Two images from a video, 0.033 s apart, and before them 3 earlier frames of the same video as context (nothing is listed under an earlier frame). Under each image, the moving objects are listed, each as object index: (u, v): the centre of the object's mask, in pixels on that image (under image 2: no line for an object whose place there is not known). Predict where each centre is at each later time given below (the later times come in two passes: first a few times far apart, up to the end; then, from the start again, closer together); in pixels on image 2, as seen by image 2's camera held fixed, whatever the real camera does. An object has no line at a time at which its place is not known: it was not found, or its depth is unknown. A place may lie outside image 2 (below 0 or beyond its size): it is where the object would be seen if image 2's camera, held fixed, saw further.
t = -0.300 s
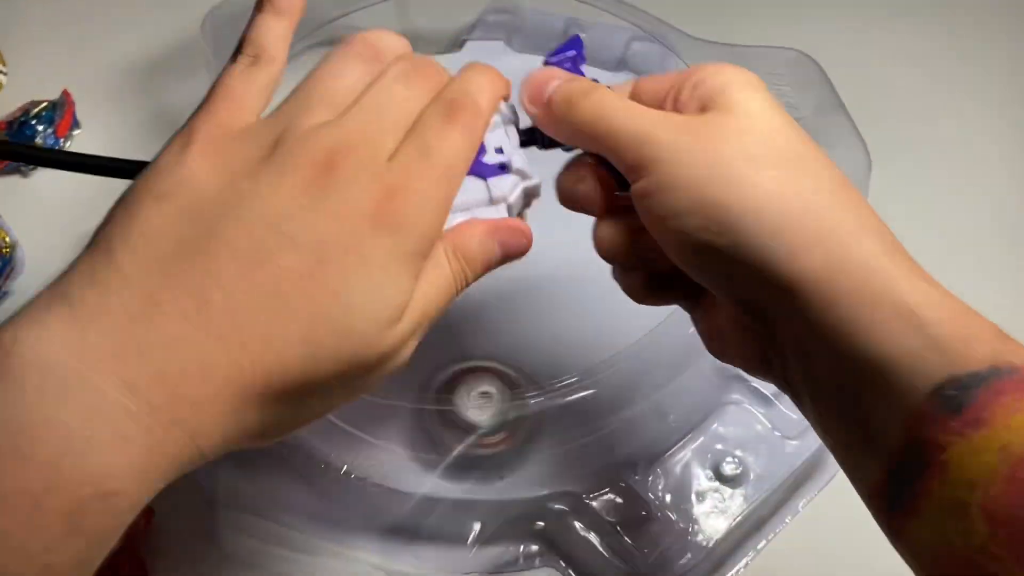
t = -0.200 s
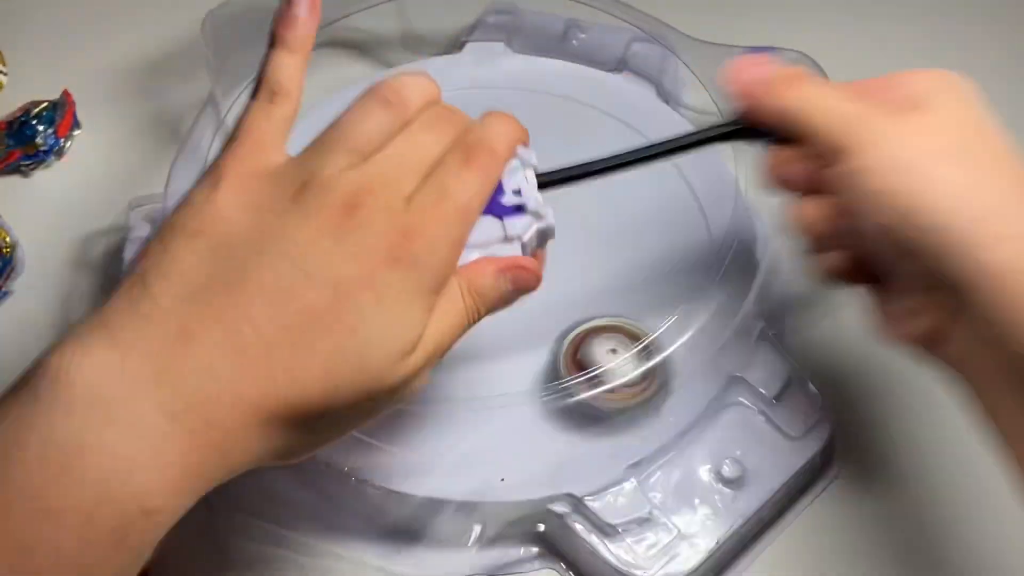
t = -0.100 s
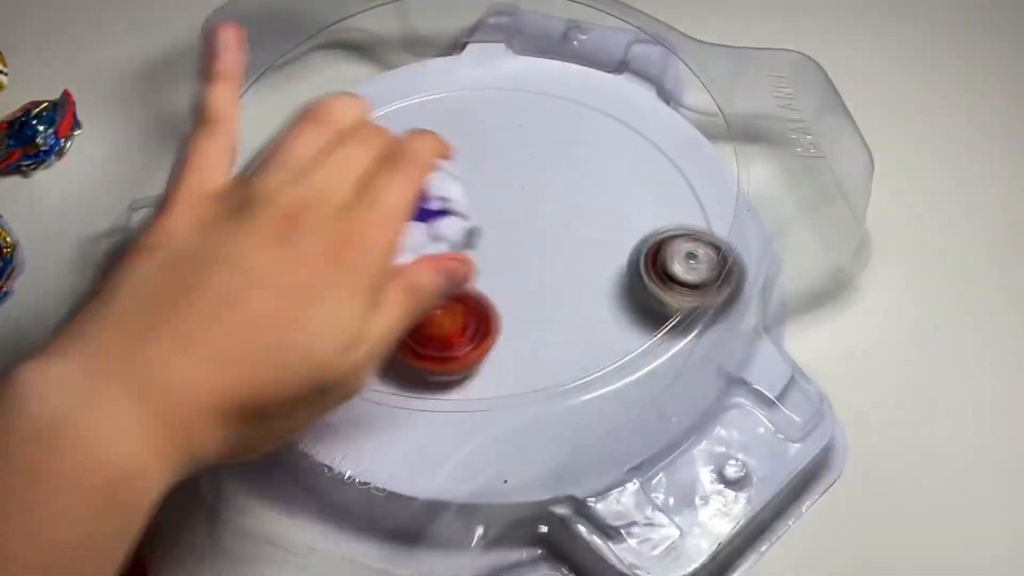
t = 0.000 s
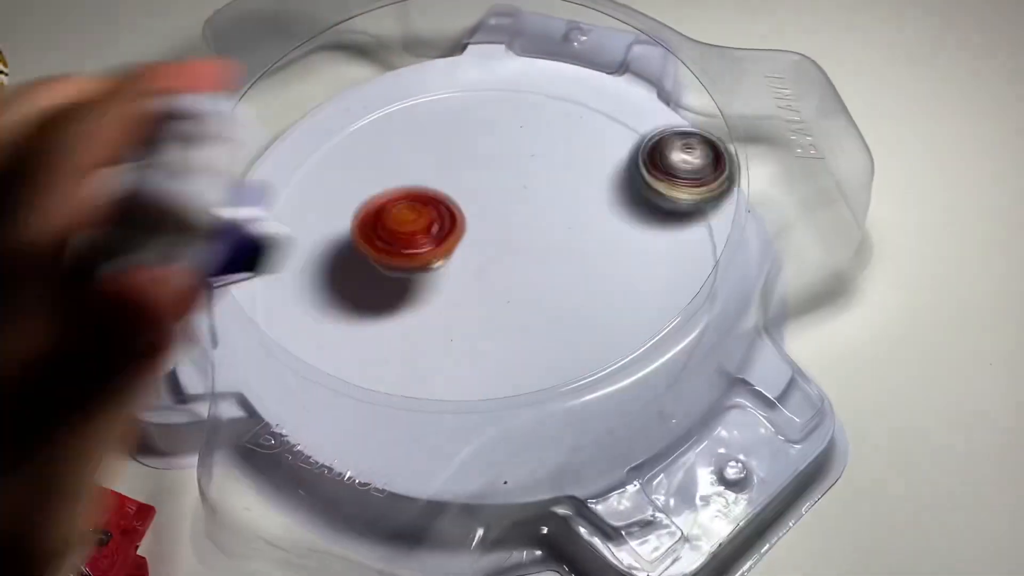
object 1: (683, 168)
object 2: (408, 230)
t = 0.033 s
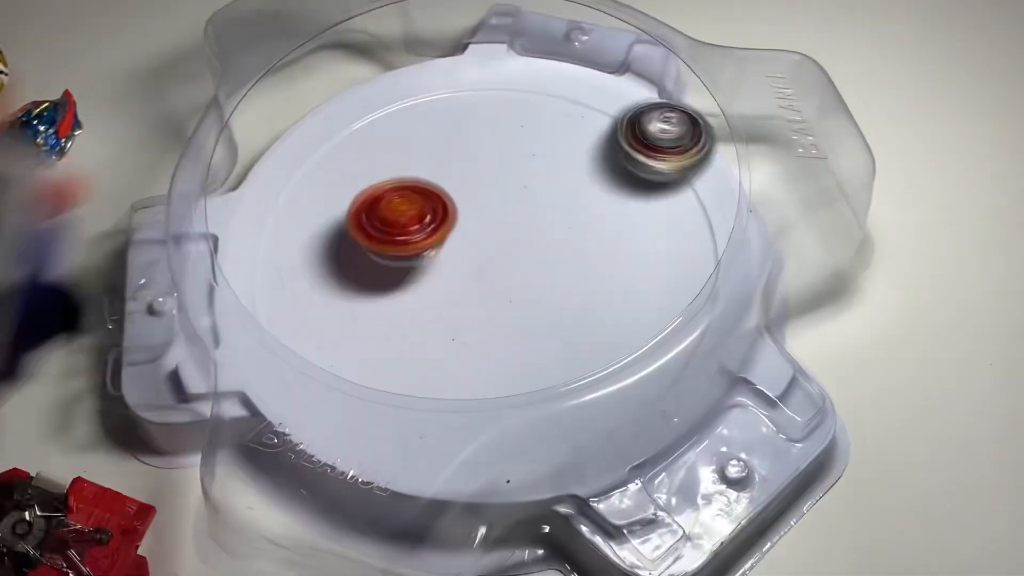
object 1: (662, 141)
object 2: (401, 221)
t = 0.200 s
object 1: (463, 76)
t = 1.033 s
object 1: (671, 149)
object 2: (445, 199)
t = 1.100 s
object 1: (610, 102)
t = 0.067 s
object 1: (631, 119)
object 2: (396, 226)
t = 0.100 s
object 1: (595, 102)
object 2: (390, 209)
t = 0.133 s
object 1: (554, 87)
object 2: (385, 199)
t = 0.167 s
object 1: (509, 78)
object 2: (382, 194)
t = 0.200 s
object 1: (463, 76)
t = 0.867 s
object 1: (661, 323)
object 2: (476, 225)
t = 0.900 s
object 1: (678, 286)
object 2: (470, 216)
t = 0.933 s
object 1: (687, 245)
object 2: (464, 209)
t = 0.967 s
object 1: (693, 210)
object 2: (457, 205)
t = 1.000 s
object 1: (689, 180)
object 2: (451, 202)
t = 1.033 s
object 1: (671, 149)
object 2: (445, 199)
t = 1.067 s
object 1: (645, 122)
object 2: (438, 197)
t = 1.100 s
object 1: (610, 102)
